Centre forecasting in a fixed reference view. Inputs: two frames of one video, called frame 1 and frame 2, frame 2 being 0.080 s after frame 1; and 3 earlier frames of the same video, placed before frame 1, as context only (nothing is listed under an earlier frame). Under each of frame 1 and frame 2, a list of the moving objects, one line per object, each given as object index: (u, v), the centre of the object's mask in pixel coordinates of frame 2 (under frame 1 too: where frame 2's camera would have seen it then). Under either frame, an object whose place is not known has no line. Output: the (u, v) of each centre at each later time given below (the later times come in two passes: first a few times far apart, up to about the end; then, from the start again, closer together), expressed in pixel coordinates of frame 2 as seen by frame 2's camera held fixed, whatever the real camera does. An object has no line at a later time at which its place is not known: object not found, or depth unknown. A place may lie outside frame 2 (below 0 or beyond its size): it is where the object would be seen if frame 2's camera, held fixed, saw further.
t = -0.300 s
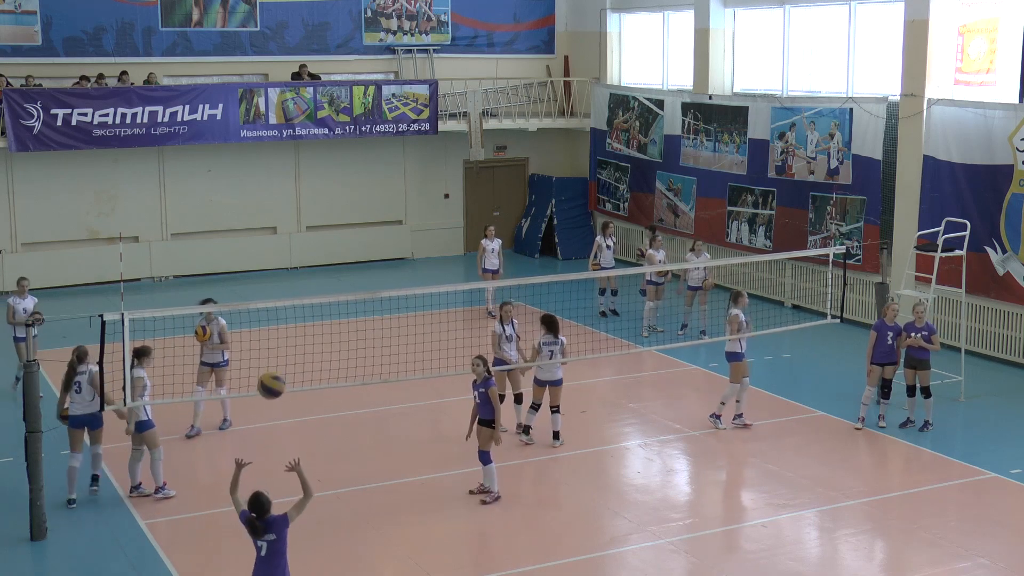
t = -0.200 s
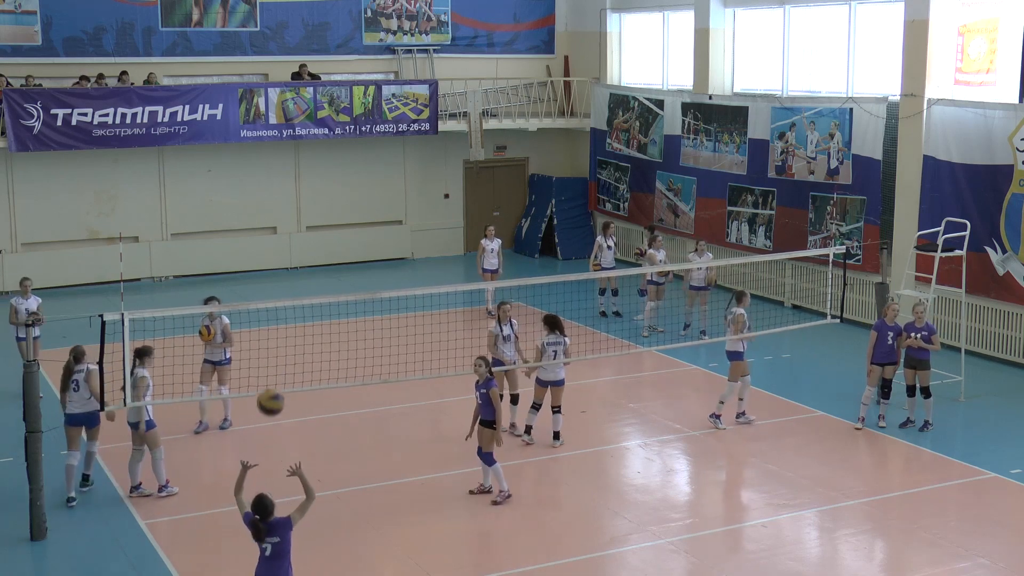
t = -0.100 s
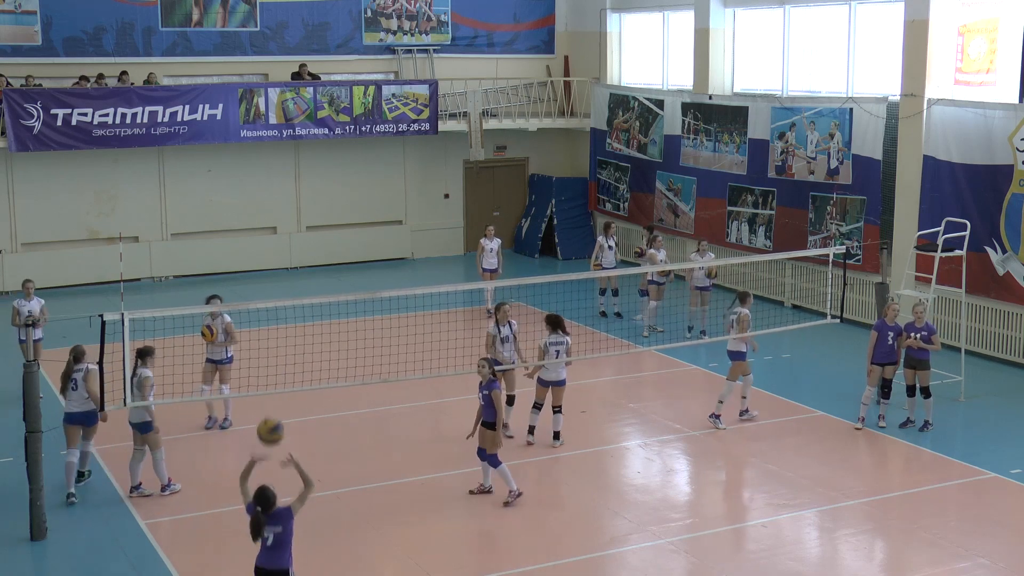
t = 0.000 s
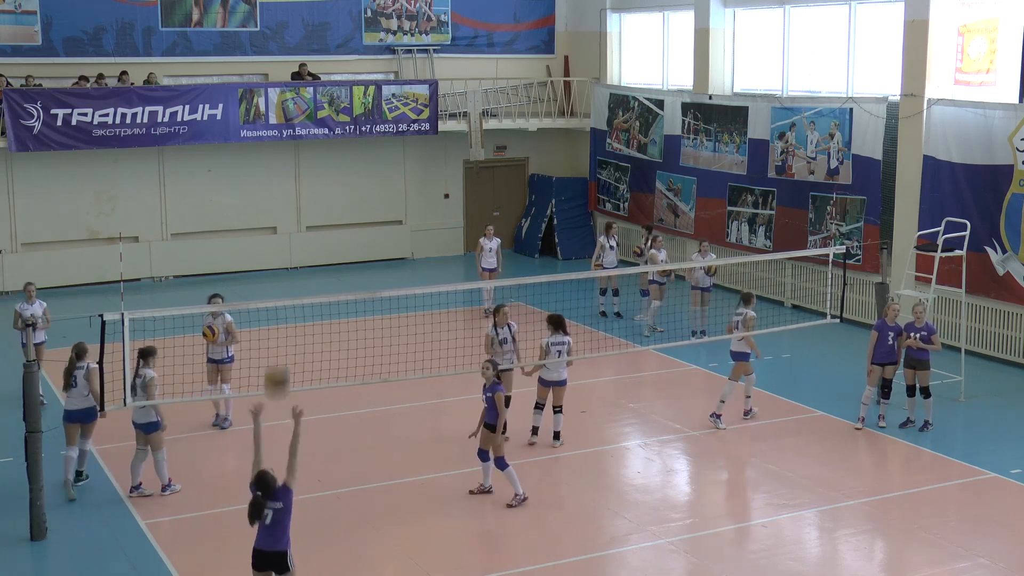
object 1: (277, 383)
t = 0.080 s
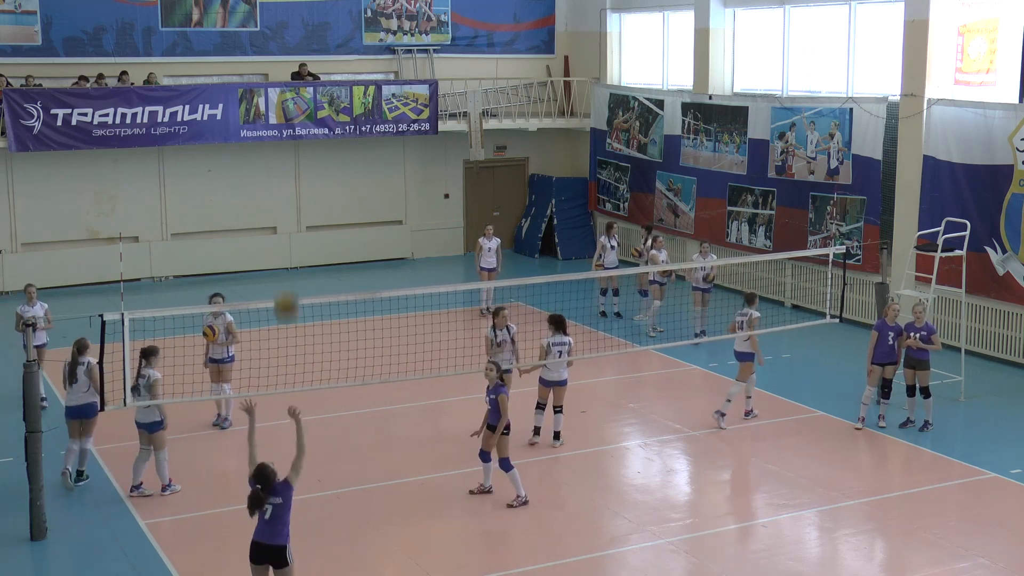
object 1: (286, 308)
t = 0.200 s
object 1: (301, 212)
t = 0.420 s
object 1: (331, 97)
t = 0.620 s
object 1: (355, 50)
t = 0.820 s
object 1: (377, 52)
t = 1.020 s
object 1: (399, 96)
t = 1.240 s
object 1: (421, 185)
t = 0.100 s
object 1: (288, 289)
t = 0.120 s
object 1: (291, 272)
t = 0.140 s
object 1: (294, 254)
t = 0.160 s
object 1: (296, 240)
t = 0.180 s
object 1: (299, 226)
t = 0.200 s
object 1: (301, 212)
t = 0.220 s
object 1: (304, 198)
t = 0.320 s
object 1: (318, 141)
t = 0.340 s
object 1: (320, 131)
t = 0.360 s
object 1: (324, 121)
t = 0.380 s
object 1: (326, 113)
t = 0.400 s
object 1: (329, 104)
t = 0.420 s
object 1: (331, 97)
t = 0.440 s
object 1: (333, 90)
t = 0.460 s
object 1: (335, 83)
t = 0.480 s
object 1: (338, 77)
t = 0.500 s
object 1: (341, 72)
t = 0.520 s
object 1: (343, 66)
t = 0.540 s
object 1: (345, 62)
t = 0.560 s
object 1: (347, 59)
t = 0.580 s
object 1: (350, 55)
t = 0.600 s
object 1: (352, 52)
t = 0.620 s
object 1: (355, 50)
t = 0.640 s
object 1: (357, 48)
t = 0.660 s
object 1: (359, 47)
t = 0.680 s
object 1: (361, 46)
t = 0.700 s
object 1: (364, 46)
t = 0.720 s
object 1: (366, 46)
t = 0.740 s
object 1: (368, 46)
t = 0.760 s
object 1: (371, 47)
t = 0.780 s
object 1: (373, 48)
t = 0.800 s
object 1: (376, 50)
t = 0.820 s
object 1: (377, 52)
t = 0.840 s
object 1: (380, 55)
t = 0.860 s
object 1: (382, 57)
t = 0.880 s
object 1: (384, 60)
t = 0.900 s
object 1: (385, 65)
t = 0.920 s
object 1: (389, 69)
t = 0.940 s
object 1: (391, 73)
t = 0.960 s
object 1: (393, 79)
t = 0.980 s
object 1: (395, 83)
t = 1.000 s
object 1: (398, 90)
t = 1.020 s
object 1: (399, 96)
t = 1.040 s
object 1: (400, 102)
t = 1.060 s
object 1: (404, 108)
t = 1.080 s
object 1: (407, 115)
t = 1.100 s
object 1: (409, 123)
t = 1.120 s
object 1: (410, 131)
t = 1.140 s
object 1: (412, 139)
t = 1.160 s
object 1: (414, 149)
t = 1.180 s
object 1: (416, 157)
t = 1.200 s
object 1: (417, 167)
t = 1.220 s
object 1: (419, 175)
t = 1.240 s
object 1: (421, 185)
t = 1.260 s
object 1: (423, 195)
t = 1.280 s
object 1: (424, 206)
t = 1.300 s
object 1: (425, 216)
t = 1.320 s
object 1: (427, 226)
